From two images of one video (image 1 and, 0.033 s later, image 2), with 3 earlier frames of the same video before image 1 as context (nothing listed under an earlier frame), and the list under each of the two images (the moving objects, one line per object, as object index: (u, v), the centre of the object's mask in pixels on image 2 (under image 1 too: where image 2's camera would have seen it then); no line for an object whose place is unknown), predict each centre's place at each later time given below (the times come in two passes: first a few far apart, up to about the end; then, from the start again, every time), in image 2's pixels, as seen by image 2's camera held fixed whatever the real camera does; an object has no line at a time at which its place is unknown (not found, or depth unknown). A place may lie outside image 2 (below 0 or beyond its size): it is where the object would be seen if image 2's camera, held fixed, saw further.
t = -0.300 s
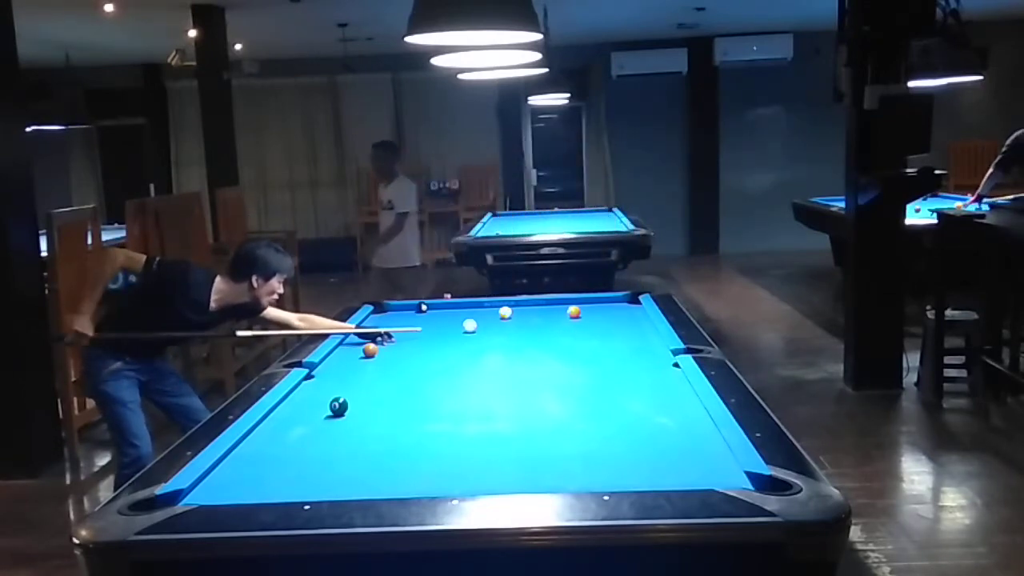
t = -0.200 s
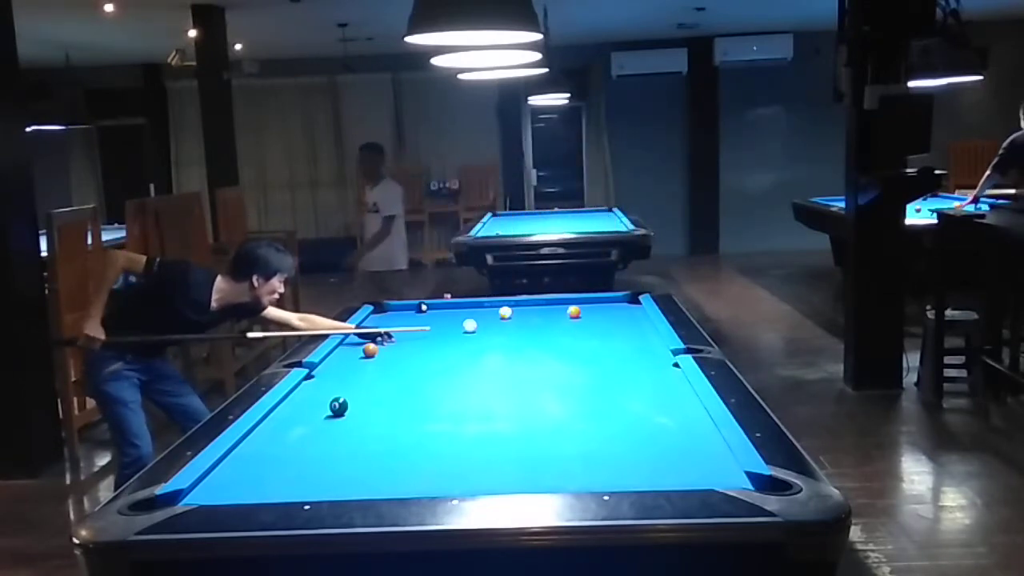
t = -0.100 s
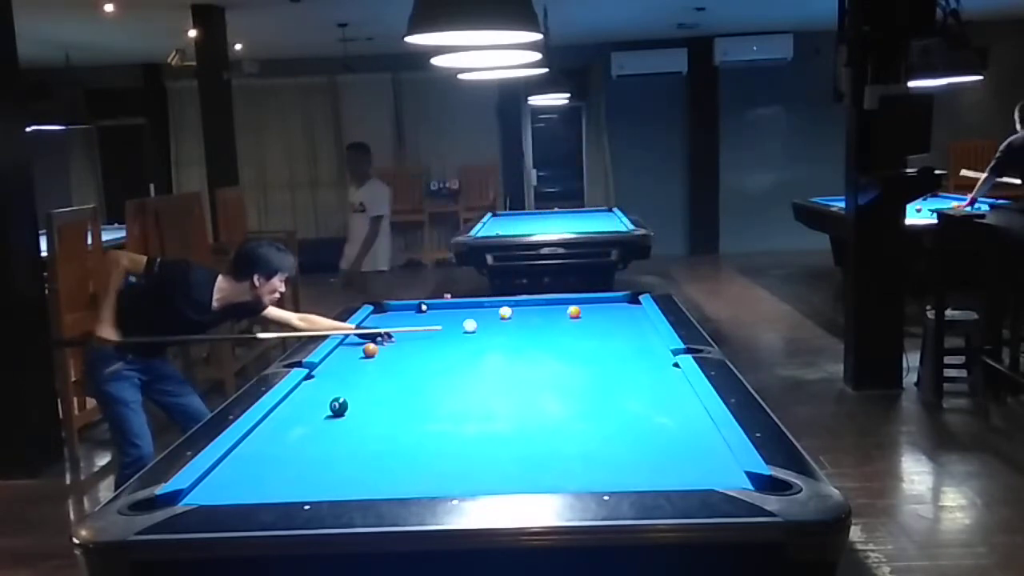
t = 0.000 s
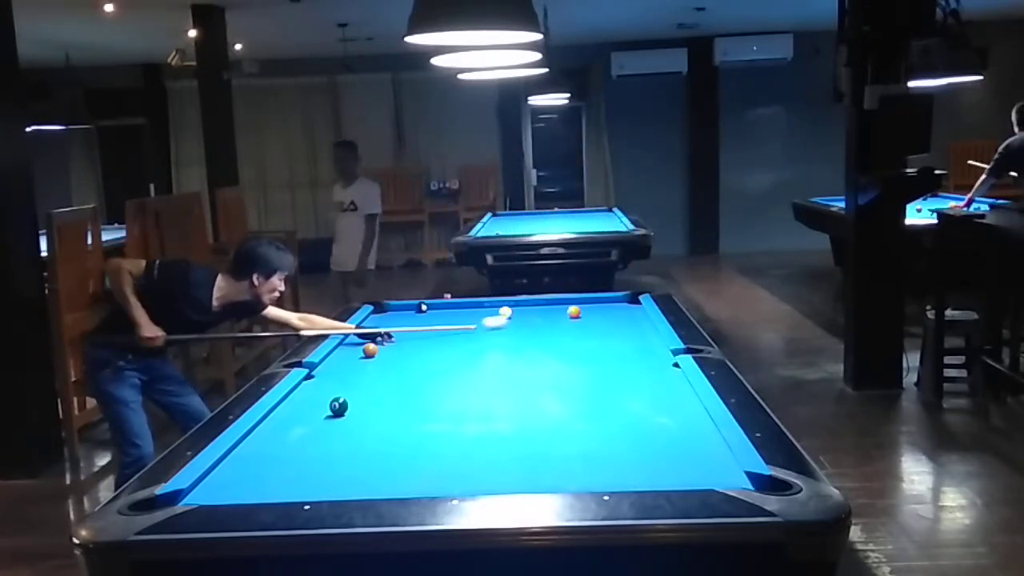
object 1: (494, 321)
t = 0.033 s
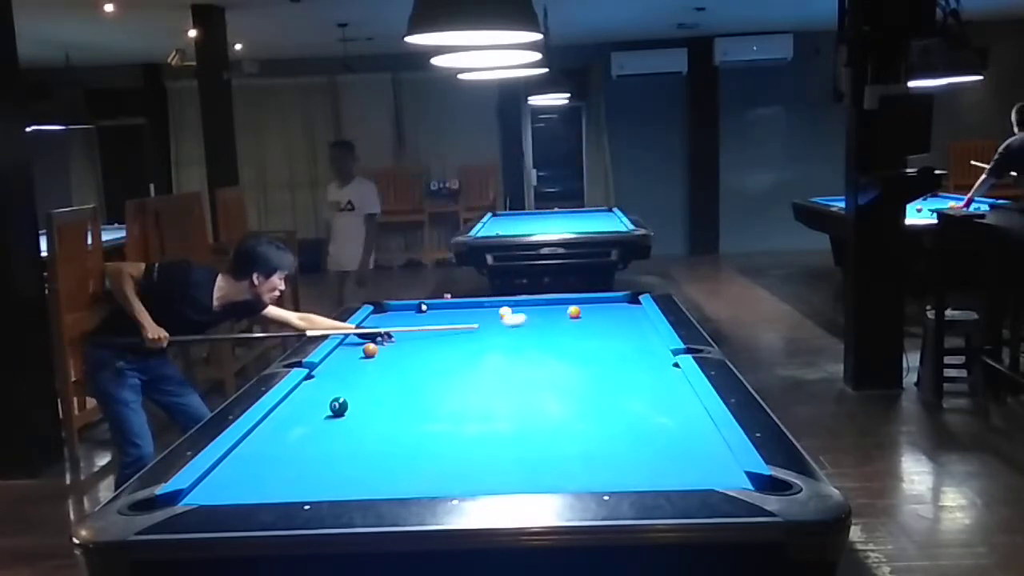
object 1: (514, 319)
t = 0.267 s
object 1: (585, 314)
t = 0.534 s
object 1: (622, 317)
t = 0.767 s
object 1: (639, 320)
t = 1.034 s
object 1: (622, 325)
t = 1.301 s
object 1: (605, 329)
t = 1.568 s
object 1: (589, 334)
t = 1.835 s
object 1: (573, 339)
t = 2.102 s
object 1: (558, 343)
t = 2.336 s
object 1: (544, 347)
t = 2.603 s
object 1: (530, 351)
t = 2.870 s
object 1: (516, 356)
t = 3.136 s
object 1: (502, 360)
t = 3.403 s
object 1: (489, 363)
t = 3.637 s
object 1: (479, 366)
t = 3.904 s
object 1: (467, 369)
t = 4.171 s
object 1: (457, 372)
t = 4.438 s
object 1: (448, 375)
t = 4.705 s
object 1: (440, 376)
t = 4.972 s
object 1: (433, 378)
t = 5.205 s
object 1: (429, 379)
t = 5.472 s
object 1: (425, 380)
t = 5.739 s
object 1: (423, 381)
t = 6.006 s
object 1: (423, 381)
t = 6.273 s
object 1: (423, 381)
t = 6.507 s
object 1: (423, 381)
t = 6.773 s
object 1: (423, 381)
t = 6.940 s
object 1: (423, 380)
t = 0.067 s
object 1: (532, 317)
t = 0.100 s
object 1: (549, 314)
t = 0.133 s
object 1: (563, 313)
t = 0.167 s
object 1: (570, 313)
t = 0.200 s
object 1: (575, 314)
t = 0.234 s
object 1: (580, 314)
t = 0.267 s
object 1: (585, 314)
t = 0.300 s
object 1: (589, 315)
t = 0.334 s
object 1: (594, 315)
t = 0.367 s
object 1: (598, 315)
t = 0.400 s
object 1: (603, 316)
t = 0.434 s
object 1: (608, 316)
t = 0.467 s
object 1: (612, 316)
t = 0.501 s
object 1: (617, 317)
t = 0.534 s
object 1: (622, 317)
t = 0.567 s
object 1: (626, 317)
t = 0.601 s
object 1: (631, 317)
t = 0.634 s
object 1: (636, 318)
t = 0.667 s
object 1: (640, 318)
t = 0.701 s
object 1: (643, 319)
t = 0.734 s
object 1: (641, 319)
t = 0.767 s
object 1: (639, 320)
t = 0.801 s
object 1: (636, 321)
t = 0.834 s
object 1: (634, 321)
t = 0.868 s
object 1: (632, 322)
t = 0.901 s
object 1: (630, 322)
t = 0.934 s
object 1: (628, 323)
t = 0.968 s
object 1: (626, 323)
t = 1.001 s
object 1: (624, 324)
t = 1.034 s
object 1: (622, 325)
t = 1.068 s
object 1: (620, 325)
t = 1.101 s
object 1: (618, 326)
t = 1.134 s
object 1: (615, 326)
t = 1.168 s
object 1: (613, 327)
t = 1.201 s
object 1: (611, 328)
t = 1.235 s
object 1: (609, 328)
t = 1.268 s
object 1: (607, 329)
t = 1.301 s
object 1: (605, 329)
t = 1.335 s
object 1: (603, 330)
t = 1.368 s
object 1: (601, 331)
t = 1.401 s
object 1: (599, 331)
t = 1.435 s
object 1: (597, 332)
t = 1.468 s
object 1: (595, 332)
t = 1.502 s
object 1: (593, 333)
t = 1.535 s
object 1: (591, 333)
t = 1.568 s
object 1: (589, 334)
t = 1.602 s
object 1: (587, 335)
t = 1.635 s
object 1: (585, 335)
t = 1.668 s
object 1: (583, 336)
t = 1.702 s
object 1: (581, 336)
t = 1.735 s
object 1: (579, 337)
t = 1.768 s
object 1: (577, 337)
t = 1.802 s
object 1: (575, 338)
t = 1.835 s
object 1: (573, 339)
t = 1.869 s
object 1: (571, 340)
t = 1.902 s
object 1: (570, 340)
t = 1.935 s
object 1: (567, 340)
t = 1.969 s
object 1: (565, 341)
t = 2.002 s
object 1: (564, 342)
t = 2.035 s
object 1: (561, 342)
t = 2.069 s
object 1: (560, 343)
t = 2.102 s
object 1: (558, 343)
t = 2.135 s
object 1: (556, 344)
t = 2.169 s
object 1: (554, 344)
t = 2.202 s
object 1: (552, 345)
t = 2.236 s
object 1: (550, 346)
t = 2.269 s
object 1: (548, 346)
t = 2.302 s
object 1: (546, 347)
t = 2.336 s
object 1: (544, 347)
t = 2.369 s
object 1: (543, 348)
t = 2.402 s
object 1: (541, 348)
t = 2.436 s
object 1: (539, 349)
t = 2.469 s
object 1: (537, 350)
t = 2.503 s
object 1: (535, 350)
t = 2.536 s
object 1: (533, 351)
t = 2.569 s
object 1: (532, 351)
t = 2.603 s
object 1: (530, 351)
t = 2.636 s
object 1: (528, 352)
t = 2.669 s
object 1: (526, 353)
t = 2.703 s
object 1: (525, 353)
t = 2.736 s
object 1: (523, 354)
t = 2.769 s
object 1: (521, 354)
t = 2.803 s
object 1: (519, 355)
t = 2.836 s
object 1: (517, 355)
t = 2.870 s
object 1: (516, 356)
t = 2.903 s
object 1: (514, 357)
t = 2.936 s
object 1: (512, 357)
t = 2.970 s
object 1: (510, 357)
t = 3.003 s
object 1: (509, 358)
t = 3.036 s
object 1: (507, 358)
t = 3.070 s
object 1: (505, 359)
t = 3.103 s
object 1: (504, 359)
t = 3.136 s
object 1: (502, 360)
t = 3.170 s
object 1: (500, 360)
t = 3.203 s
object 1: (499, 360)
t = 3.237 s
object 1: (497, 361)
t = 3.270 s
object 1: (495, 361)
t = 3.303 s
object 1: (494, 362)
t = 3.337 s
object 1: (492, 362)
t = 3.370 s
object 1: (491, 363)
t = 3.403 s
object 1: (489, 363)
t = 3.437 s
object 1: (488, 364)
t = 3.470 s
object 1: (486, 364)
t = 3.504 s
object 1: (484, 365)
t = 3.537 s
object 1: (483, 365)
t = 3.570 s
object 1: (482, 365)
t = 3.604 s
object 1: (480, 366)
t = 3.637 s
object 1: (479, 366)
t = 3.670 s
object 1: (477, 366)
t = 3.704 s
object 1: (476, 367)
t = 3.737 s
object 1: (474, 367)
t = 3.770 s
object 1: (473, 368)
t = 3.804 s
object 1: (471, 368)
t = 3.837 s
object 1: (470, 368)
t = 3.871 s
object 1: (468, 369)
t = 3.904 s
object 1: (467, 369)
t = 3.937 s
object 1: (466, 370)
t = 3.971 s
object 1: (465, 370)
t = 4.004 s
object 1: (463, 370)
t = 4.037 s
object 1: (462, 371)
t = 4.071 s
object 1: (461, 371)
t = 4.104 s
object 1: (459, 371)
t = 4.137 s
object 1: (458, 372)
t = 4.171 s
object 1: (457, 372)
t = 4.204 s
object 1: (456, 373)
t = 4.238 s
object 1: (455, 373)
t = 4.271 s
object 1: (454, 373)
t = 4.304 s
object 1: (452, 373)
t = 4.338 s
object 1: (451, 373)
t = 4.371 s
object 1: (450, 374)
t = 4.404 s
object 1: (449, 374)
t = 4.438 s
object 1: (448, 375)
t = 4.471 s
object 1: (447, 375)
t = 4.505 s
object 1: (446, 375)
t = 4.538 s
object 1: (445, 375)
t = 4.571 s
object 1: (444, 376)
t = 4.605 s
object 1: (443, 376)
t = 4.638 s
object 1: (442, 376)
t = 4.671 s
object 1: (441, 376)
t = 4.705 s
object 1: (440, 376)
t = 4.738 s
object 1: (439, 377)
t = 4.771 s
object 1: (438, 377)
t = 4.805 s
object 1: (437, 377)
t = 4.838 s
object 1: (436, 377)
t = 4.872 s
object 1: (436, 378)
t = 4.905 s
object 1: (435, 378)
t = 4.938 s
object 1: (434, 378)
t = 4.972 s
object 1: (433, 378)
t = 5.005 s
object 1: (433, 379)
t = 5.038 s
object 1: (432, 379)
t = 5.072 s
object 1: (431, 379)
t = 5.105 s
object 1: (431, 379)
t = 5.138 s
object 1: (430, 379)
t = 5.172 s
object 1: (430, 379)
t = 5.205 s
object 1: (429, 379)
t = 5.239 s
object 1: (428, 380)
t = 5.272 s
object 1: (428, 380)
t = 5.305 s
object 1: (427, 380)
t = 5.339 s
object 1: (427, 380)
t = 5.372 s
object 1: (427, 380)
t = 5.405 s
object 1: (426, 380)
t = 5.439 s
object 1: (426, 381)
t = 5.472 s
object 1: (425, 380)
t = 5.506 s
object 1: (425, 380)
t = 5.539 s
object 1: (425, 381)
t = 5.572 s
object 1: (424, 381)
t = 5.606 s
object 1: (424, 381)
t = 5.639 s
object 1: (424, 381)
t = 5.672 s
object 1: (424, 381)
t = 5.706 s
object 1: (423, 381)
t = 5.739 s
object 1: (423, 381)
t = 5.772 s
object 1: (423, 381)
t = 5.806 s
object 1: (423, 381)
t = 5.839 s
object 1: (423, 381)
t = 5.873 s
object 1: (422, 381)
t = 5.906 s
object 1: (423, 381)
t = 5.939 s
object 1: (423, 381)
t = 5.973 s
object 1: (423, 381)
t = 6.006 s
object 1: (423, 381)
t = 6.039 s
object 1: (423, 381)
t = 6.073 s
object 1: (423, 381)
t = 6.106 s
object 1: (423, 381)
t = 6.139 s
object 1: (423, 381)
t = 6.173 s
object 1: (423, 381)
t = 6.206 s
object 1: (423, 381)
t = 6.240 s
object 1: (423, 381)
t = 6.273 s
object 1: (423, 381)
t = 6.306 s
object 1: (423, 381)
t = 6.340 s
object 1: (423, 381)
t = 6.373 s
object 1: (423, 381)
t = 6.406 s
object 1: (423, 381)
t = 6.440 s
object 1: (423, 381)
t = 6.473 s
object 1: (423, 381)
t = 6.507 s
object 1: (423, 381)
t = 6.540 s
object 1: (423, 381)
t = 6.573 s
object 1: (423, 381)
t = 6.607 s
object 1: (423, 381)
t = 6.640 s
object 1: (423, 381)
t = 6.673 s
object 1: (423, 381)
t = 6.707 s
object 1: (423, 381)
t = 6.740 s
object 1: (423, 381)
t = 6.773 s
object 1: (423, 381)
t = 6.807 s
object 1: (423, 381)
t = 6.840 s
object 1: (423, 381)
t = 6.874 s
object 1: (423, 381)
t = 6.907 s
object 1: (423, 381)
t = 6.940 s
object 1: (423, 380)
